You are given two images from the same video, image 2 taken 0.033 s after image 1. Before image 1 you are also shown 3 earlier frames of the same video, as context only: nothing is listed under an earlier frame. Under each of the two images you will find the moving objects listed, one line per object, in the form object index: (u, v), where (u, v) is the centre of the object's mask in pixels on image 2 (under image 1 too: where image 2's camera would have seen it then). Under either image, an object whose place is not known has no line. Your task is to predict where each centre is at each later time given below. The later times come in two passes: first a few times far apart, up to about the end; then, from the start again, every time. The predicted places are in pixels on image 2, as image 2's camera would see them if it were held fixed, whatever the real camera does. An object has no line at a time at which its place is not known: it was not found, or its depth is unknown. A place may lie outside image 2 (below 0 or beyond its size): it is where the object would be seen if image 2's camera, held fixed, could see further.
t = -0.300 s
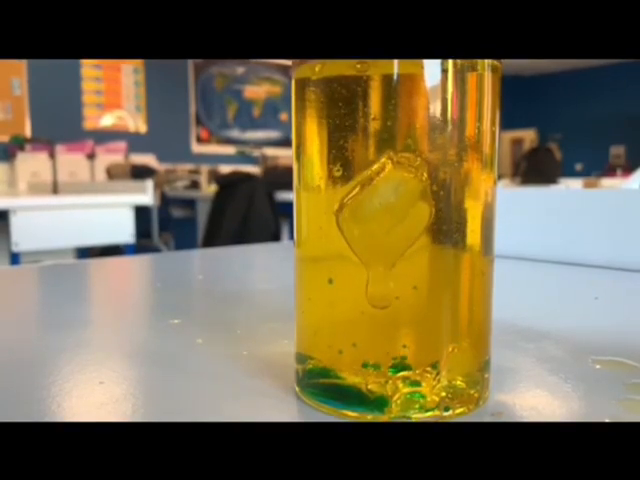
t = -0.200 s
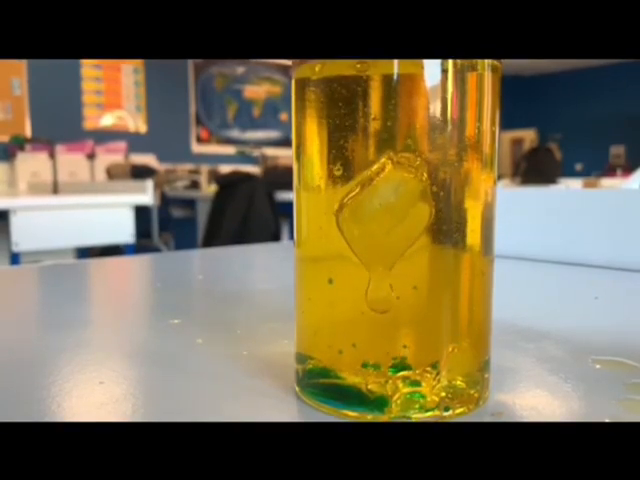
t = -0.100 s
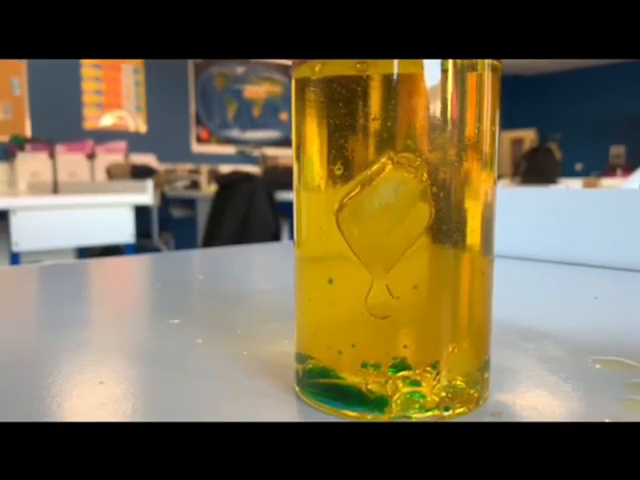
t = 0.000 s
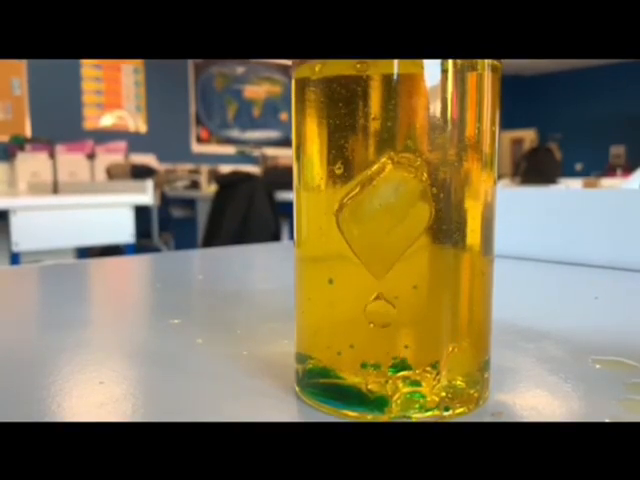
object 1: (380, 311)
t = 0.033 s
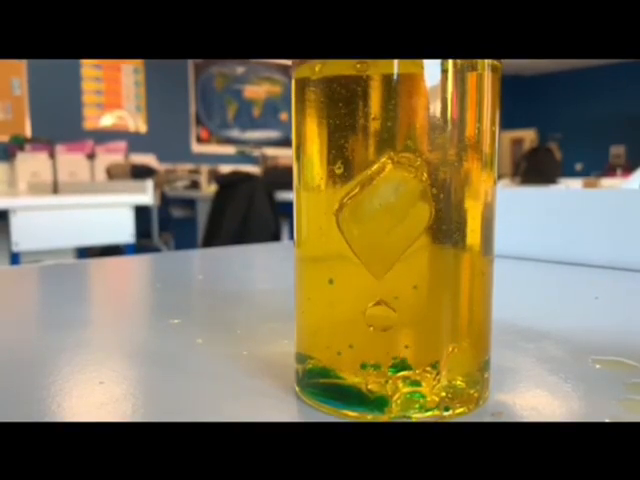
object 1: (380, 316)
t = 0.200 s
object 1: (380, 339)
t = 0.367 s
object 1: (380, 361)
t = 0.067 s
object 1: (380, 320)
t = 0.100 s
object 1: (380, 325)
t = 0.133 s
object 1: (380, 330)
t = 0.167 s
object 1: (380, 335)
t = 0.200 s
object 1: (380, 339)
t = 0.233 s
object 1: (380, 344)
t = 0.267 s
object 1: (380, 348)
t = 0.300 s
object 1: (380, 354)
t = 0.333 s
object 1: (380, 358)
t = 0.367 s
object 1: (380, 361)
